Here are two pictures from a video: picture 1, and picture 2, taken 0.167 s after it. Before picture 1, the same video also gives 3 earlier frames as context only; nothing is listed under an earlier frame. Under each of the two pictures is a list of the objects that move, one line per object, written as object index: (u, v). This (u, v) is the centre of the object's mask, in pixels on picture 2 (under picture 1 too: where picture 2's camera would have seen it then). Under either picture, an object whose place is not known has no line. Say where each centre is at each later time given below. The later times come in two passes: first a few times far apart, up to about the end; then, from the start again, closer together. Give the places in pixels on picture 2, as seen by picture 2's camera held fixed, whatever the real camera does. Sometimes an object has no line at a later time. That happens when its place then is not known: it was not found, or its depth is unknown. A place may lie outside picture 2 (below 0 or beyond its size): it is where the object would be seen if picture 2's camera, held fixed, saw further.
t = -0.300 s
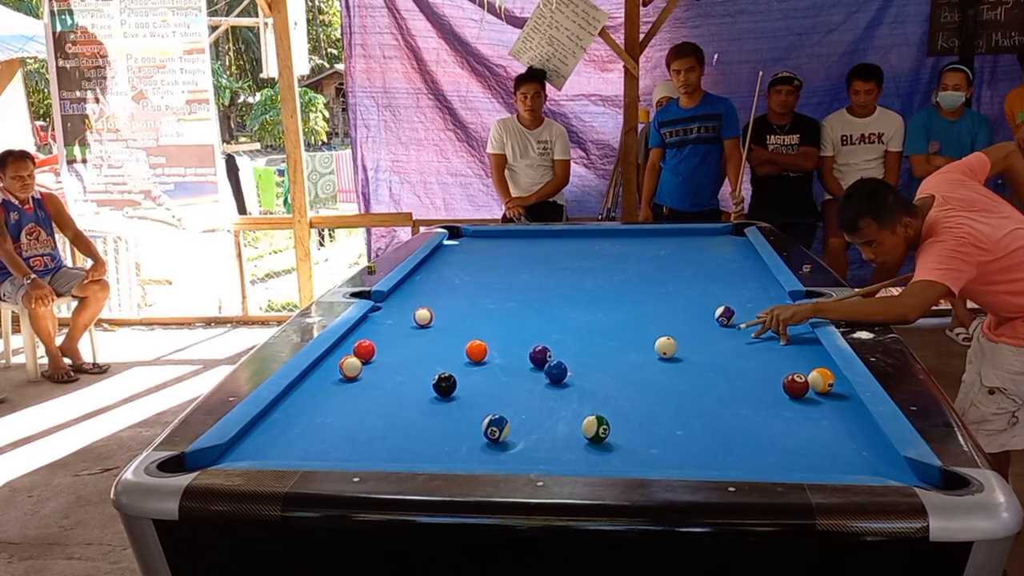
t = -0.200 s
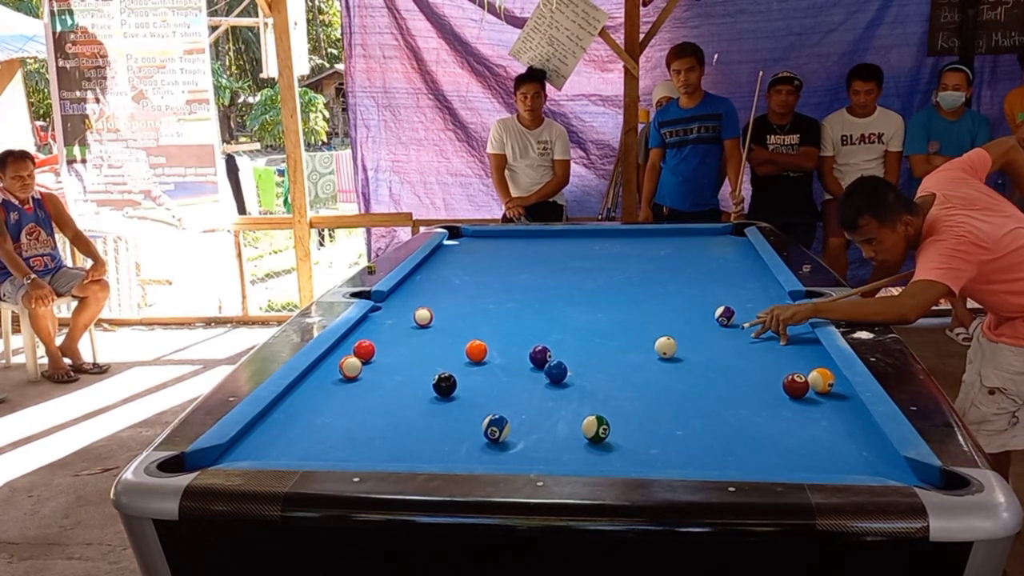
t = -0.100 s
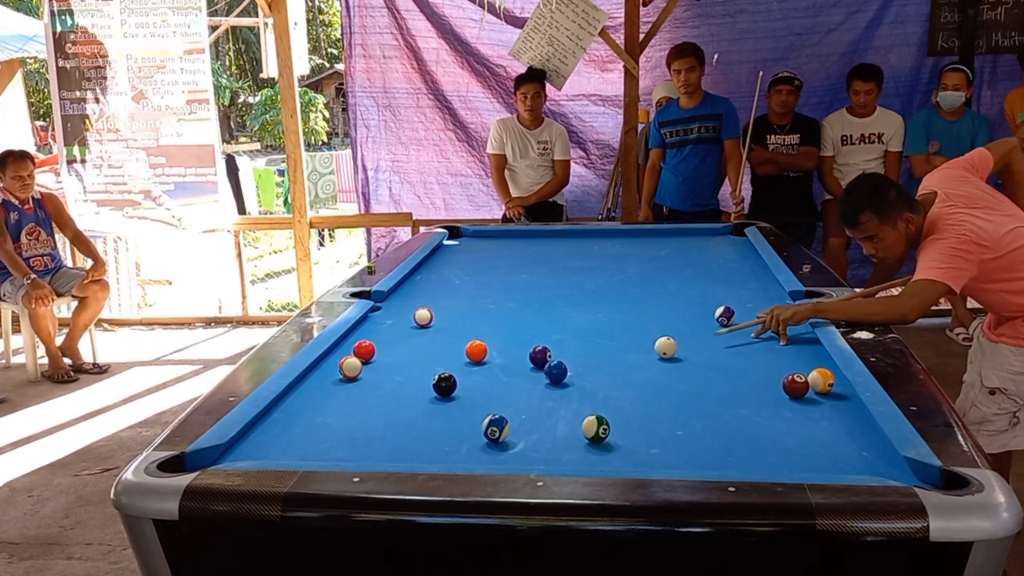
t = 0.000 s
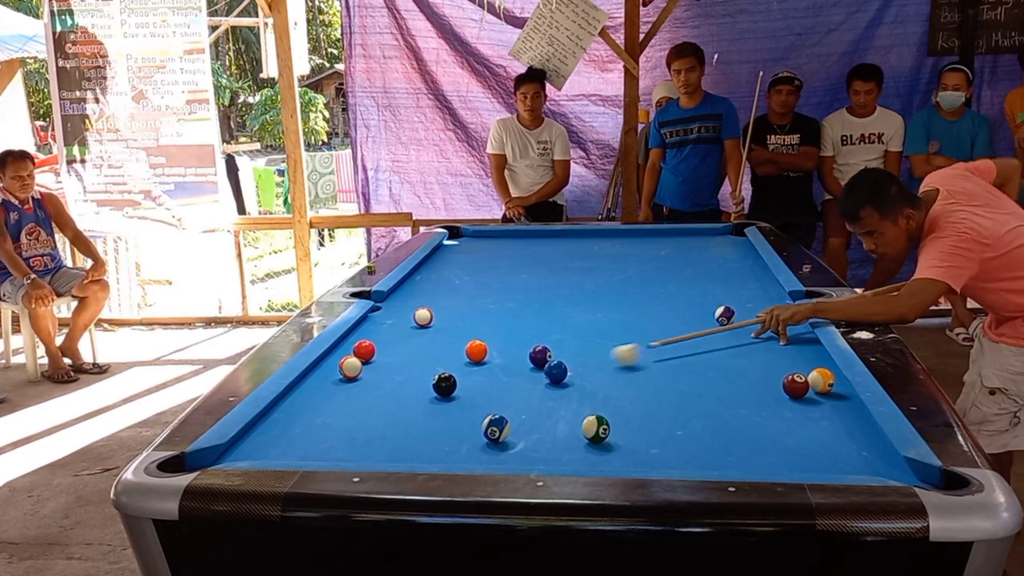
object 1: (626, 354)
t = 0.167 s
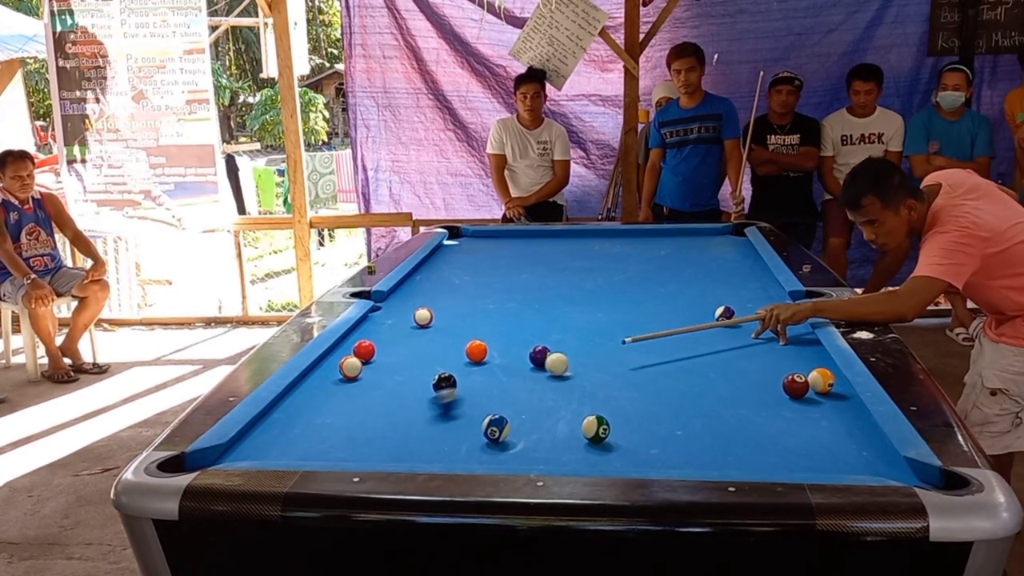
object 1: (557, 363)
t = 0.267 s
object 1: (536, 364)
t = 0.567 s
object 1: (475, 364)
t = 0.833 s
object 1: (423, 365)
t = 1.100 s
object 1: (375, 365)
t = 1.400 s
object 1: (363, 363)
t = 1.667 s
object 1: (354, 362)
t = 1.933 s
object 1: (347, 357)
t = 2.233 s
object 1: (341, 360)
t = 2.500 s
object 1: (340, 360)
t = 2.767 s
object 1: (338, 360)
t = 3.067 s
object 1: (338, 360)
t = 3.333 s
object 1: (338, 360)
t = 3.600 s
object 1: (338, 360)
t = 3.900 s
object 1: (338, 360)
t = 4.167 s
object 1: (338, 360)
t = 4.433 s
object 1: (338, 360)
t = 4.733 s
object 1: (338, 360)
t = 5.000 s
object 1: (338, 360)
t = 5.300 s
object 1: (338, 360)
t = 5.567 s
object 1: (338, 360)
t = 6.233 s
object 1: (337, 359)
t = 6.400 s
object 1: (338, 360)
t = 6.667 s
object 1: (338, 360)
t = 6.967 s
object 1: (339, 360)
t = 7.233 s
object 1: (338, 360)
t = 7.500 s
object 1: (338, 360)
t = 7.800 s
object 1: (338, 360)
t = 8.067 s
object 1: (338, 360)
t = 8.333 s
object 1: (338, 360)
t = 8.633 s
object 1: (338, 360)
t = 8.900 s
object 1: (338, 360)
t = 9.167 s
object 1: (338, 360)
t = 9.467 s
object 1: (338, 360)
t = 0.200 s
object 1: (550, 363)
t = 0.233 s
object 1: (543, 363)
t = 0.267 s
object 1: (536, 364)
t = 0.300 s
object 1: (529, 363)
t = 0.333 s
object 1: (522, 363)
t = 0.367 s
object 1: (515, 364)
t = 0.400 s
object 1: (508, 363)
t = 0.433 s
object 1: (501, 364)
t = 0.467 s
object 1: (495, 363)
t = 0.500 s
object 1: (488, 364)
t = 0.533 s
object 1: (481, 364)
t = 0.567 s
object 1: (475, 364)
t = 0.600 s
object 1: (468, 364)
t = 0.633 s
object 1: (461, 364)
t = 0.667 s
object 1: (455, 364)
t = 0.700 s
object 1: (449, 364)
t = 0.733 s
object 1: (443, 363)
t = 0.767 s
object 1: (436, 363)
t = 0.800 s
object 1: (429, 364)
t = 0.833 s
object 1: (423, 365)
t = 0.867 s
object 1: (417, 365)
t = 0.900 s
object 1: (411, 365)
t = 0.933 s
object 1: (405, 365)
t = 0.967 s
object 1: (399, 365)
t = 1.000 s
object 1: (393, 365)
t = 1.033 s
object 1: (387, 365)
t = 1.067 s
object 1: (381, 365)
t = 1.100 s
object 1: (375, 365)
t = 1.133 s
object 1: (373, 365)
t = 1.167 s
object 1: (372, 365)
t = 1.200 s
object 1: (371, 365)
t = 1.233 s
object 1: (369, 364)
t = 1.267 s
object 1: (368, 364)
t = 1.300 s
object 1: (366, 364)
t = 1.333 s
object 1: (365, 364)
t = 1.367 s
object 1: (364, 364)
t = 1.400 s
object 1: (363, 363)
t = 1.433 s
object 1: (361, 363)
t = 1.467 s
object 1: (360, 363)
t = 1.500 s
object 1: (359, 363)
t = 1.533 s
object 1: (358, 363)
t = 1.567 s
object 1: (357, 362)
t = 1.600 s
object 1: (356, 362)
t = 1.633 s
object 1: (355, 362)
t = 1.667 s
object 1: (354, 362)
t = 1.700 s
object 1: (353, 361)
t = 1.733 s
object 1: (353, 361)
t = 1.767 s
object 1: (352, 361)
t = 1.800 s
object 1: (351, 360)
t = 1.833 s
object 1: (350, 359)
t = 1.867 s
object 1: (349, 359)
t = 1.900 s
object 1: (348, 357)
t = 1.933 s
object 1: (347, 357)
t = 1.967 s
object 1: (346, 357)
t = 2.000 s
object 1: (345, 357)
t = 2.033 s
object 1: (344, 357)
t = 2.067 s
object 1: (343, 358)
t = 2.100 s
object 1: (343, 358)
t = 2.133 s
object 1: (342, 359)
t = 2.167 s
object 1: (342, 359)
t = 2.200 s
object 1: (342, 359)
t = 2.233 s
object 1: (341, 360)
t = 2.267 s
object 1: (341, 360)
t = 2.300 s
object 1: (341, 360)
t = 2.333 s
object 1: (341, 360)
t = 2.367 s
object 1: (340, 360)
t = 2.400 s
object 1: (340, 360)
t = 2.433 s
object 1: (340, 360)
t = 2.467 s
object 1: (340, 360)
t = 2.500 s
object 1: (340, 360)
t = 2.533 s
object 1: (339, 360)
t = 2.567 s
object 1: (338, 360)
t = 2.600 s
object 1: (338, 359)
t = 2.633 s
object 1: (338, 359)
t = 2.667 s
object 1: (338, 360)
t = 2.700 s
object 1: (338, 360)
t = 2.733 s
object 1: (338, 360)
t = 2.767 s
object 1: (338, 360)
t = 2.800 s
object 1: (338, 360)
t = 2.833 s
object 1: (338, 360)
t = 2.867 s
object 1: (338, 360)
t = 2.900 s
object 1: (338, 360)
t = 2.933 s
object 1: (338, 360)
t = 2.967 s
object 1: (338, 360)
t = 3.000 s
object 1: (338, 360)
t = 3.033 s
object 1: (338, 360)
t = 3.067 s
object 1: (338, 360)
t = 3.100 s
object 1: (338, 360)
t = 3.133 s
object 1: (338, 360)
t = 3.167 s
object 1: (338, 360)
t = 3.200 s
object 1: (338, 360)
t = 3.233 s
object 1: (338, 360)
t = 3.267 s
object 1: (338, 360)
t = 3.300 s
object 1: (338, 360)
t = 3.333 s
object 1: (338, 360)
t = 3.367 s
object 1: (338, 360)
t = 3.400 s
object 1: (338, 360)
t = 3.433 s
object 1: (338, 360)
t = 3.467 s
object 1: (338, 360)
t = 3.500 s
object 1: (338, 360)
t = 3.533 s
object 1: (338, 360)
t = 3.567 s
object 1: (338, 360)
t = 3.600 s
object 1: (338, 360)
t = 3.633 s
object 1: (338, 360)
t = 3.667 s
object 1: (338, 360)
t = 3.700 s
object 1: (338, 360)
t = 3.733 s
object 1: (338, 360)
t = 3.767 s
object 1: (338, 360)
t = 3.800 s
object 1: (338, 360)
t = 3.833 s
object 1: (338, 360)
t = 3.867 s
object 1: (338, 360)
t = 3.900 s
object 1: (338, 360)
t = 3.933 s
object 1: (338, 360)
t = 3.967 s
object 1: (338, 360)
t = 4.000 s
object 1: (338, 360)
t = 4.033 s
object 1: (338, 360)
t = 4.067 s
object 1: (338, 360)
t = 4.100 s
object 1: (338, 360)
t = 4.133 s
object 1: (338, 360)
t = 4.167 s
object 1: (338, 360)
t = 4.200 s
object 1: (338, 360)
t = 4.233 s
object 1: (338, 360)
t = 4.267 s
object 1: (338, 360)
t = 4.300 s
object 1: (338, 360)
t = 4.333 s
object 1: (338, 360)
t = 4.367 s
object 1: (338, 360)
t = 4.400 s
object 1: (338, 360)
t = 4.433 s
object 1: (338, 360)
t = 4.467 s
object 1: (338, 360)
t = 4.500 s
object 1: (338, 360)
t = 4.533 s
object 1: (338, 360)
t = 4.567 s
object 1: (338, 360)
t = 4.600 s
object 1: (338, 360)
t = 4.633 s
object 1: (338, 360)
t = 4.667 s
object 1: (338, 360)
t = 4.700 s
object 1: (338, 360)
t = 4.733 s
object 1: (338, 360)
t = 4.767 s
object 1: (338, 360)
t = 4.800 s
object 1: (338, 360)
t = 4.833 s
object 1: (338, 360)
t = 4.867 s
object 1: (338, 360)
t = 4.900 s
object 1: (338, 360)
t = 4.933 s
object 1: (338, 360)
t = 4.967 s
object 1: (338, 360)
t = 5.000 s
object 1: (338, 360)
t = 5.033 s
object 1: (338, 360)
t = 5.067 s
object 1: (338, 360)
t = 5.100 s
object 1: (338, 360)
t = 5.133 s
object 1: (338, 360)
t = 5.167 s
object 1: (338, 360)
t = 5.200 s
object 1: (338, 360)
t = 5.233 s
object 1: (338, 360)
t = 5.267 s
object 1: (338, 360)
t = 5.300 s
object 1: (338, 360)
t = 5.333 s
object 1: (338, 360)
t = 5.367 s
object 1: (338, 360)
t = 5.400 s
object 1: (338, 360)
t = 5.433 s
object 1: (338, 360)
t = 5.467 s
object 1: (338, 360)
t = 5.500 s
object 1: (338, 360)
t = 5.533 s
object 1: (338, 360)
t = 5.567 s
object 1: (338, 360)
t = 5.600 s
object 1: (338, 360)
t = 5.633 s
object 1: (338, 360)
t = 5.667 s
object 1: (338, 360)
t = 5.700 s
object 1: (343, 360)
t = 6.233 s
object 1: (337, 359)
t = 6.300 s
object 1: (338, 360)
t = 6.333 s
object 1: (338, 360)
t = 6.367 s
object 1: (338, 360)
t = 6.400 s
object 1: (338, 360)
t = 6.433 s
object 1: (339, 360)
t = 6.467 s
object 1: (339, 360)
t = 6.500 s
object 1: (339, 360)
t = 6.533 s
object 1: (338, 360)
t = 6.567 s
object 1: (338, 360)
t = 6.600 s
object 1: (338, 360)
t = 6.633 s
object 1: (338, 360)
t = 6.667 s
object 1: (338, 360)
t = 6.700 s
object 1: (338, 360)
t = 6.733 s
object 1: (338, 360)
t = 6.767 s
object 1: (338, 360)
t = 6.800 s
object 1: (338, 360)
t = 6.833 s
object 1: (338, 360)
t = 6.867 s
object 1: (339, 360)
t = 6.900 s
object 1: (339, 360)
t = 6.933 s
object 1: (339, 360)
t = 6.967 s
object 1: (339, 360)
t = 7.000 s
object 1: (338, 360)
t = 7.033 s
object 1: (338, 360)
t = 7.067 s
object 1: (338, 360)
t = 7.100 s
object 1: (339, 359)
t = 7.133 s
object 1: (338, 360)
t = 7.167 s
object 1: (338, 360)
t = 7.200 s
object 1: (338, 359)
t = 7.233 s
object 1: (338, 360)
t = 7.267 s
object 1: (339, 360)
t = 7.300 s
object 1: (338, 360)
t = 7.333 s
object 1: (338, 360)
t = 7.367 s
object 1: (338, 359)
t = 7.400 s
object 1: (338, 360)
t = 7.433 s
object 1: (339, 360)
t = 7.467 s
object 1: (338, 360)
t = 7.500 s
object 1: (338, 360)
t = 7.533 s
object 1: (338, 360)
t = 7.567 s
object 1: (338, 360)
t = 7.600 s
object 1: (338, 360)
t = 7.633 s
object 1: (338, 360)
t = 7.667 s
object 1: (338, 360)
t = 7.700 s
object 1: (338, 360)
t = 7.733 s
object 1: (338, 360)
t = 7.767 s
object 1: (338, 360)
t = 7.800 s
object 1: (338, 360)
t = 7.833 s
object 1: (338, 360)
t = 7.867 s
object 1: (338, 360)
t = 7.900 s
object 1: (338, 360)
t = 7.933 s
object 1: (338, 360)
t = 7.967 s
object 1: (338, 360)
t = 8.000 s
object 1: (338, 360)
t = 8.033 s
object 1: (338, 360)
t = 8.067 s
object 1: (338, 360)
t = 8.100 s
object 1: (338, 360)
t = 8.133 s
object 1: (338, 360)
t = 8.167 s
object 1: (338, 360)
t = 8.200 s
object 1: (338, 360)
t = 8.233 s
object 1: (338, 360)
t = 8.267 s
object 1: (338, 360)
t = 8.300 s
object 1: (338, 360)
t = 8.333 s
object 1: (338, 360)
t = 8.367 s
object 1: (338, 360)
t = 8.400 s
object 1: (338, 360)
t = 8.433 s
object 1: (338, 360)
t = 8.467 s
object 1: (338, 360)
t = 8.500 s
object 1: (338, 360)
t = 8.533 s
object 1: (338, 360)
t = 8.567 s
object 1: (338, 360)
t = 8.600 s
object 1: (338, 360)
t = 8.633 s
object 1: (338, 360)
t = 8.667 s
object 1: (338, 359)
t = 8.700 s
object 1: (338, 359)
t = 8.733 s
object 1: (338, 360)
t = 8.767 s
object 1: (338, 360)
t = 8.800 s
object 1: (338, 360)
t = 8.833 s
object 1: (338, 359)
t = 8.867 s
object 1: (338, 360)
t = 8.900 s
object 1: (338, 360)
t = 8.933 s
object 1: (338, 360)
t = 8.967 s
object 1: (338, 360)
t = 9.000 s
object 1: (338, 360)
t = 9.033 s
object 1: (338, 360)
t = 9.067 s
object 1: (338, 360)
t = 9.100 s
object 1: (338, 360)
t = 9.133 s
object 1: (338, 360)
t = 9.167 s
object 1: (338, 360)
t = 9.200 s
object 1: (338, 360)
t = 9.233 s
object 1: (338, 360)
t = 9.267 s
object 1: (338, 360)
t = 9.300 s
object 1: (338, 360)
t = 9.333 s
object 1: (338, 360)
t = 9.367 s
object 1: (338, 360)
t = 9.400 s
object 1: (338, 360)
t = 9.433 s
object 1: (338, 360)
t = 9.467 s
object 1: (338, 360)
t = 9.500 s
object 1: (338, 360)
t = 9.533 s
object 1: (338, 360)
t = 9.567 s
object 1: (338, 360)
